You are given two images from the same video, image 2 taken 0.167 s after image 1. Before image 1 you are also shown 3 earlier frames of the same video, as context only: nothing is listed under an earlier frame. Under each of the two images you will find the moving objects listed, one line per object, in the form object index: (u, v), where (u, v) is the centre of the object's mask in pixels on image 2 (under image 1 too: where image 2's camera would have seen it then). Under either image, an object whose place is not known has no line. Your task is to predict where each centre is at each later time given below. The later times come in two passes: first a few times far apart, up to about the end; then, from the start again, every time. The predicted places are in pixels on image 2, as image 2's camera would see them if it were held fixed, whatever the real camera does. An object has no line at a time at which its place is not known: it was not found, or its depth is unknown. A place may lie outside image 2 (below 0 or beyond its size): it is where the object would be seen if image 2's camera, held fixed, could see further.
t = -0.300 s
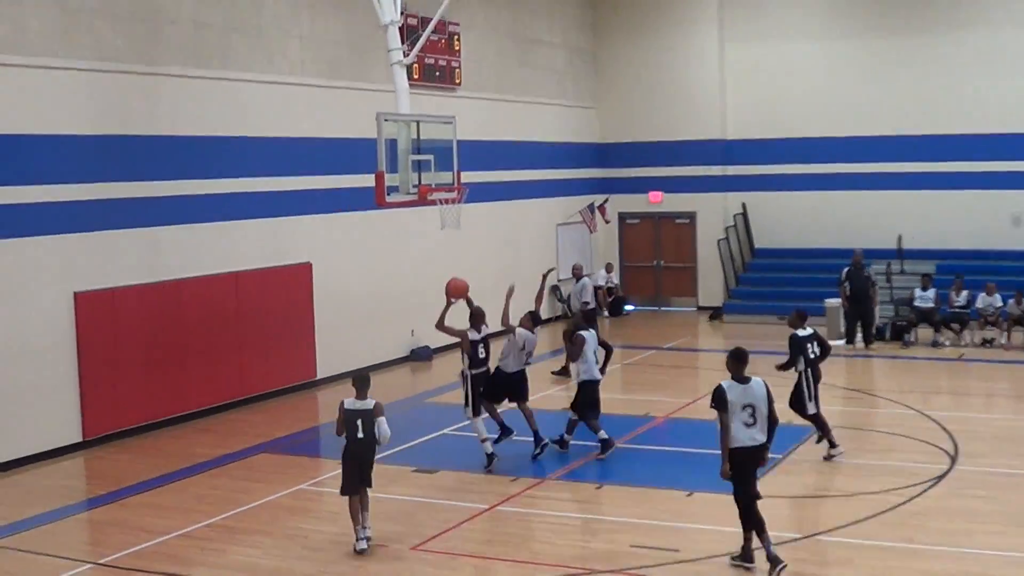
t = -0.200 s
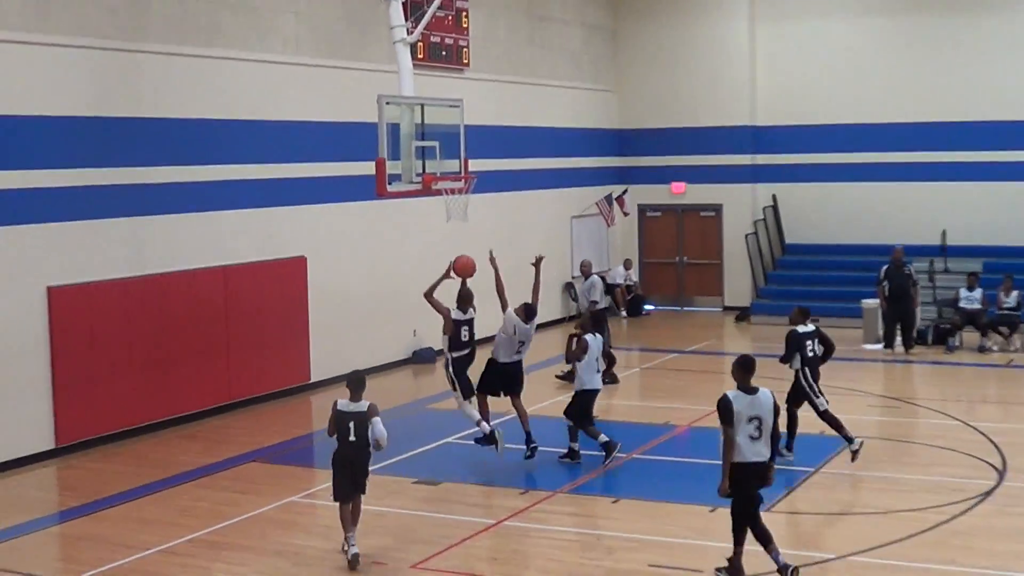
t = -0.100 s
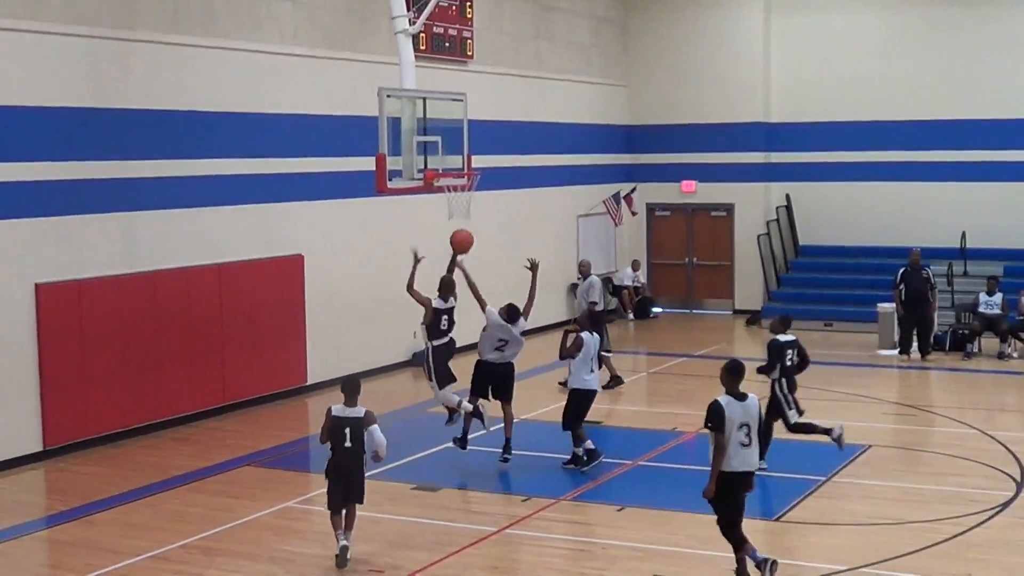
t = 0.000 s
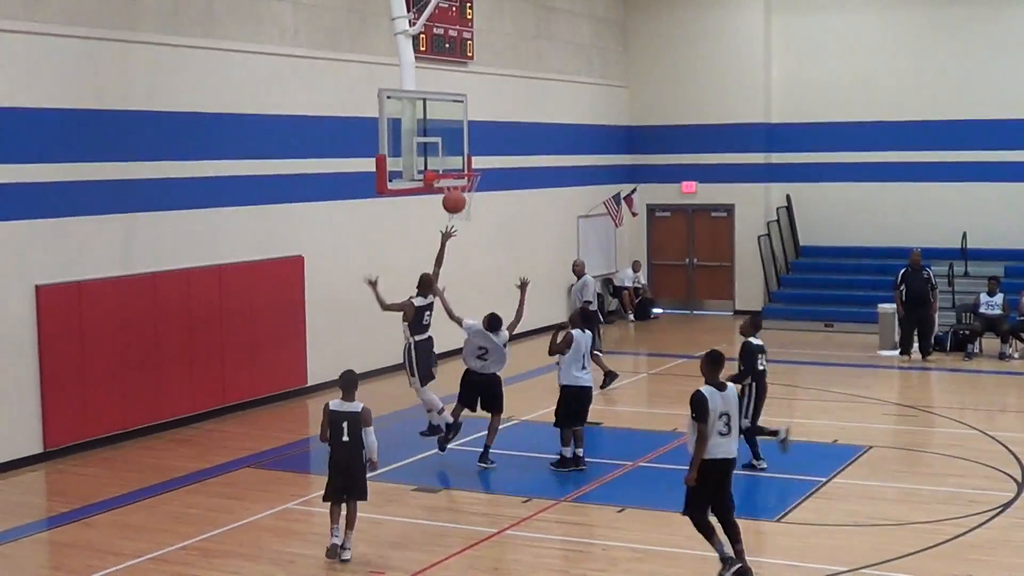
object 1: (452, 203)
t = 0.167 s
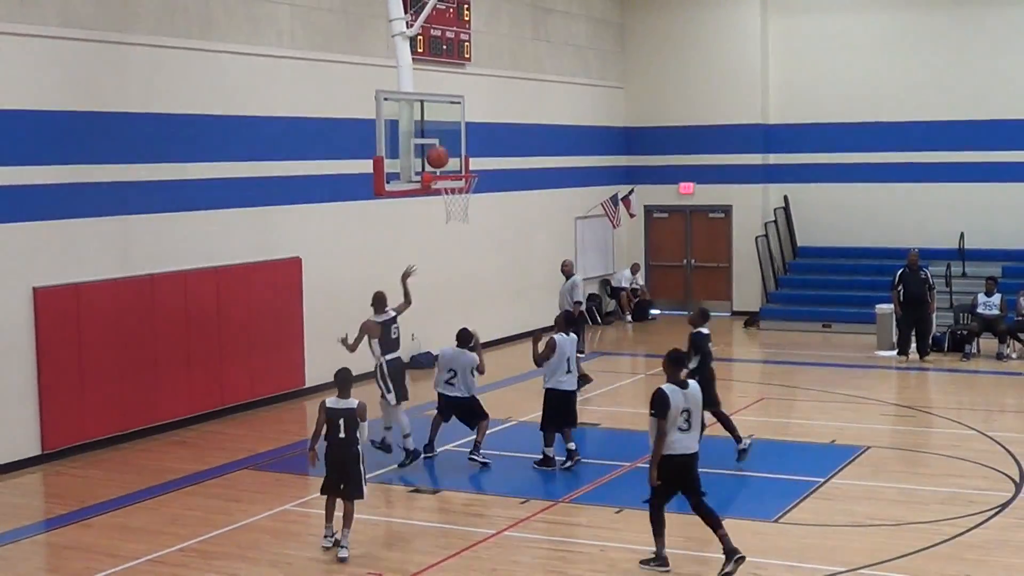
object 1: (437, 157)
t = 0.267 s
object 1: (430, 143)
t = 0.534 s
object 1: (443, 152)
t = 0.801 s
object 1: (458, 170)
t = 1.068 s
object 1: (456, 185)
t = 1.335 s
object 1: (471, 217)
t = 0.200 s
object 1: (434, 151)
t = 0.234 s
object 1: (431, 147)
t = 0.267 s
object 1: (430, 143)
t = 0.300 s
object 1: (426, 141)
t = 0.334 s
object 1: (423, 139)
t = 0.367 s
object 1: (421, 139)
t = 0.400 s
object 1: (419, 140)
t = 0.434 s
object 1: (421, 141)
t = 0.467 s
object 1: (428, 143)
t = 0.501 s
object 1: (435, 147)
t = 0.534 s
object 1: (443, 152)
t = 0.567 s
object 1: (449, 157)
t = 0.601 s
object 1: (457, 164)
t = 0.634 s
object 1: (461, 166)
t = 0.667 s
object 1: (462, 167)
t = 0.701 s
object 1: (461, 166)
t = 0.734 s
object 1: (461, 168)
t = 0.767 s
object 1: (461, 171)
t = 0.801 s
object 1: (458, 170)
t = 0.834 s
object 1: (454, 170)
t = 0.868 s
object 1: (450, 171)
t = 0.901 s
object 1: (447, 173)
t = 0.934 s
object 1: (448, 173)
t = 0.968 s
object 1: (450, 174)
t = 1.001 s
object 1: (453, 178)
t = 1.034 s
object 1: (455, 181)
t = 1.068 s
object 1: (456, 185)
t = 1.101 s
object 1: (460, 187)
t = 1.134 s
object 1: (462, 191)
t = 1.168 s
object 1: (463, 196)
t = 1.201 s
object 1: (466, 202)
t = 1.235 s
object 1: (467, 203)
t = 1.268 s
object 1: (469, 207)
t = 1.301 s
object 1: (469, 212)
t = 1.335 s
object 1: (471, 217)
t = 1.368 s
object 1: (472, 225)
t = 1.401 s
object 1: (473, 233)
